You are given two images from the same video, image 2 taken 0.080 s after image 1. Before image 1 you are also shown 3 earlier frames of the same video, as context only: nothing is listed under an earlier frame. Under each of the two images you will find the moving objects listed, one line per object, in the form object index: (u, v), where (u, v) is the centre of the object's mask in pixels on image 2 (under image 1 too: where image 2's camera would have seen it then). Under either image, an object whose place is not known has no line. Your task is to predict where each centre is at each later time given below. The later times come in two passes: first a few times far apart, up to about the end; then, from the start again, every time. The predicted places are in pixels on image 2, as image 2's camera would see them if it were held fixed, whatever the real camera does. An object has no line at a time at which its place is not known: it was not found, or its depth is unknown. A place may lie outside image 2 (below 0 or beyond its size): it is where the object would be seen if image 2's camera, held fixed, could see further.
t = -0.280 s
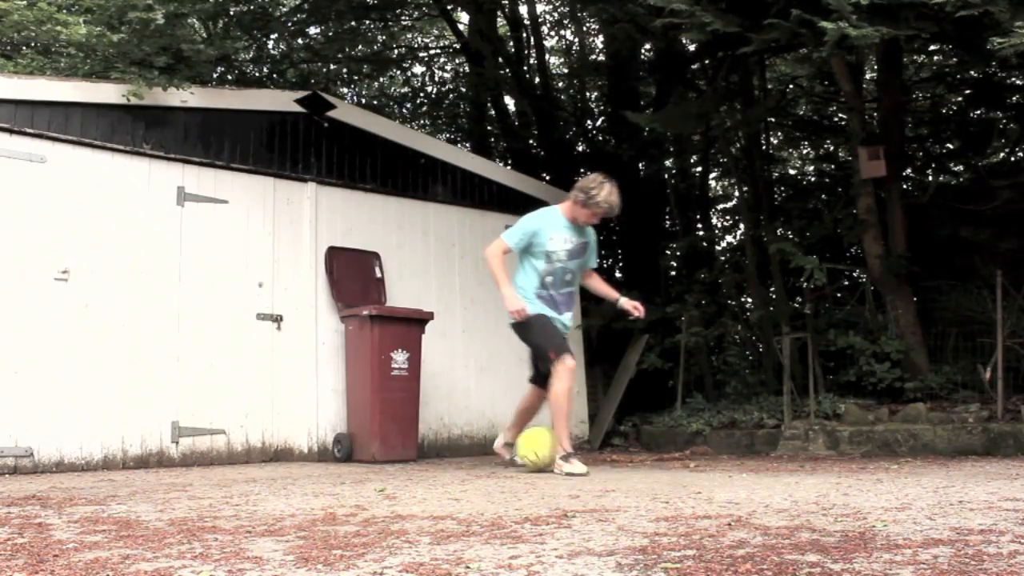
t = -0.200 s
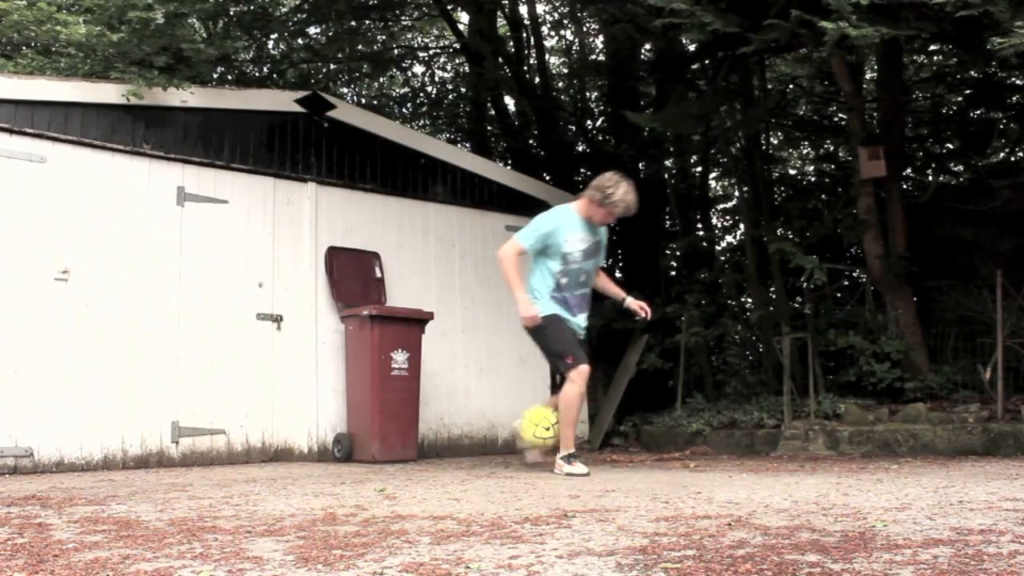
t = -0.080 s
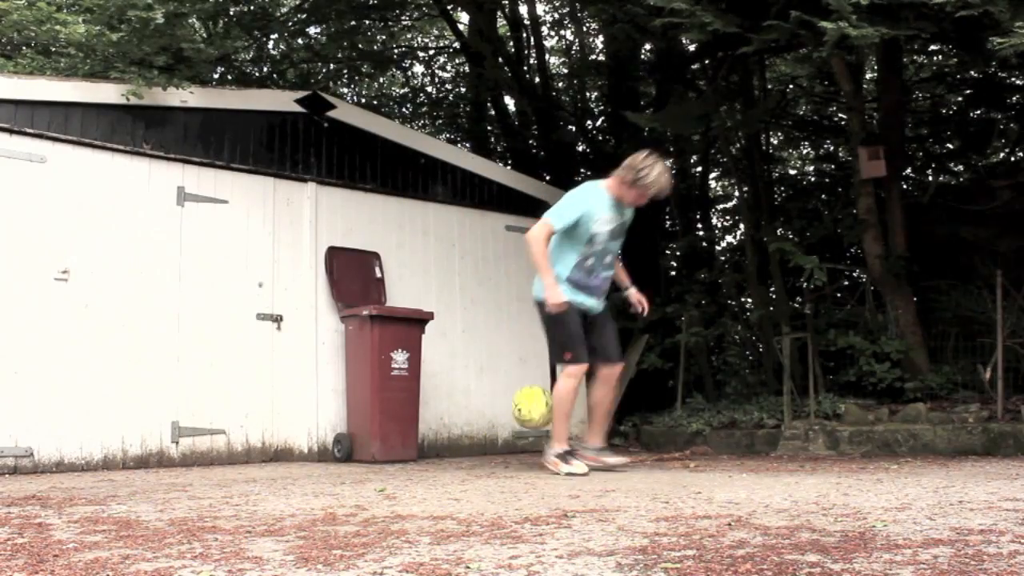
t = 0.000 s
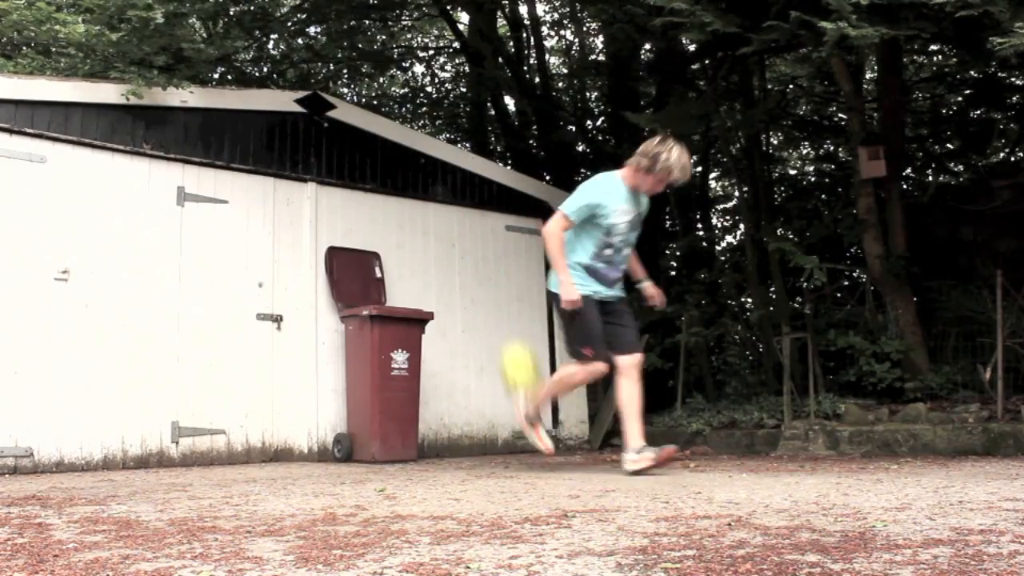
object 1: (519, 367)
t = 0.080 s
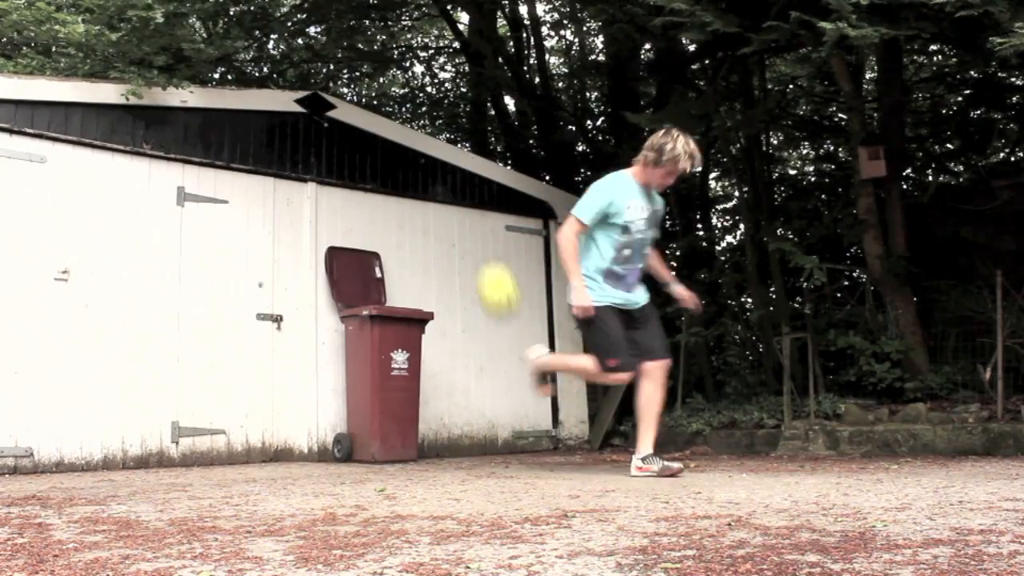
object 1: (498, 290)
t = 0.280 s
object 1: (450, 160)
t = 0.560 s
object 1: (400, 101)
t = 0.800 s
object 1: (365, 145)
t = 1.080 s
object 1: (351, 239)
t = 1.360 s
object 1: (378, 295)
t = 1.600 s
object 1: (390, 301)
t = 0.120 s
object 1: (488, 257)
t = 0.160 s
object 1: (478, 225)
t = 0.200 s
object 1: (468, 198)
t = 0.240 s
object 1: (459, 179)
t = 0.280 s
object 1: (450, 160)
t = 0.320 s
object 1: (442, 142)
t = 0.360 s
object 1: (435, 128)
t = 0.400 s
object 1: (428, 118)
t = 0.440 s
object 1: (421, 110)
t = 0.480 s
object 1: (414, 105)
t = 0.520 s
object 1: (406, 102)
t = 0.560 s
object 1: (400, 101)
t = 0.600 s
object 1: (394, 103)
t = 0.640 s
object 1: (389, 106)
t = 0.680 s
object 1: (383, 112)
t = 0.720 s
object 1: (377, 121)
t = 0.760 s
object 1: (371, 132)
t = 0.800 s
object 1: (365, 145)
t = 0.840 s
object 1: (361, 157)
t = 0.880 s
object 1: (356, 171)
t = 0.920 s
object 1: (351, 190)
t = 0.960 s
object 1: (346, 214)
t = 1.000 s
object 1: (342, 233)
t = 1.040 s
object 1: (347, 235)
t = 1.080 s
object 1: (351, 239)
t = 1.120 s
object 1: (356, 245)
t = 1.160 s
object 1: (361, 253)
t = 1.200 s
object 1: (365, 263)
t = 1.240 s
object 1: (370, 275)
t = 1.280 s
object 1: (376, 289)
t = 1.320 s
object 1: (379, 295)
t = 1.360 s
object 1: (378, 295)
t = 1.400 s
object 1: (377, 295)
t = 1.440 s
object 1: (376, 297)
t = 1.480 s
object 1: (375, 298)
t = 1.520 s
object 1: (380, 298)
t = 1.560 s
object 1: (385, 299)
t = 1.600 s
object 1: (390, 301)
